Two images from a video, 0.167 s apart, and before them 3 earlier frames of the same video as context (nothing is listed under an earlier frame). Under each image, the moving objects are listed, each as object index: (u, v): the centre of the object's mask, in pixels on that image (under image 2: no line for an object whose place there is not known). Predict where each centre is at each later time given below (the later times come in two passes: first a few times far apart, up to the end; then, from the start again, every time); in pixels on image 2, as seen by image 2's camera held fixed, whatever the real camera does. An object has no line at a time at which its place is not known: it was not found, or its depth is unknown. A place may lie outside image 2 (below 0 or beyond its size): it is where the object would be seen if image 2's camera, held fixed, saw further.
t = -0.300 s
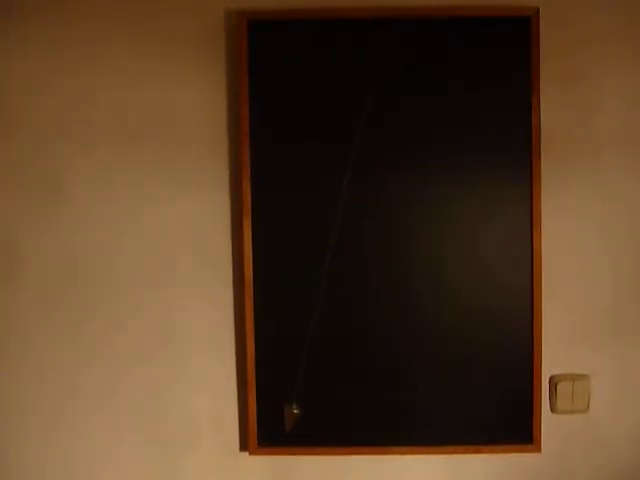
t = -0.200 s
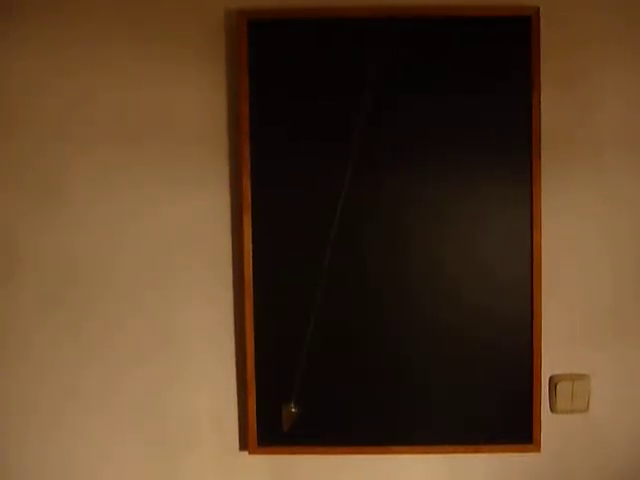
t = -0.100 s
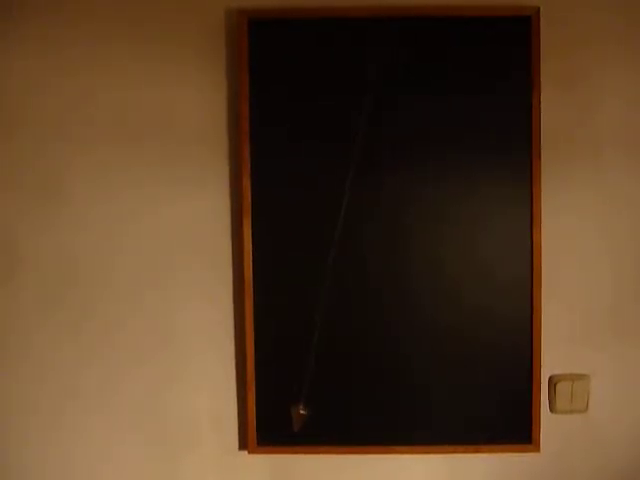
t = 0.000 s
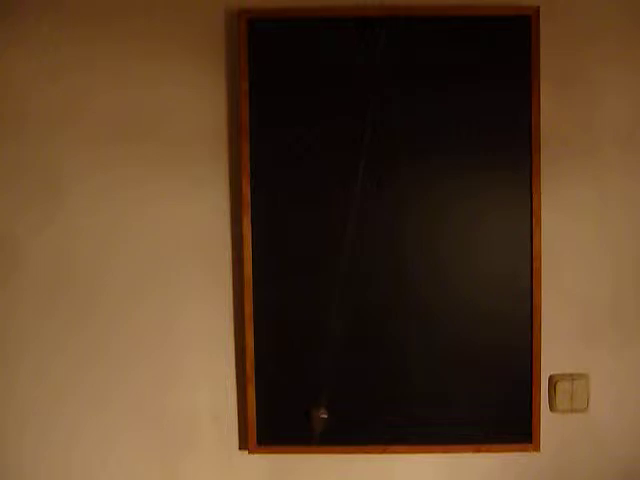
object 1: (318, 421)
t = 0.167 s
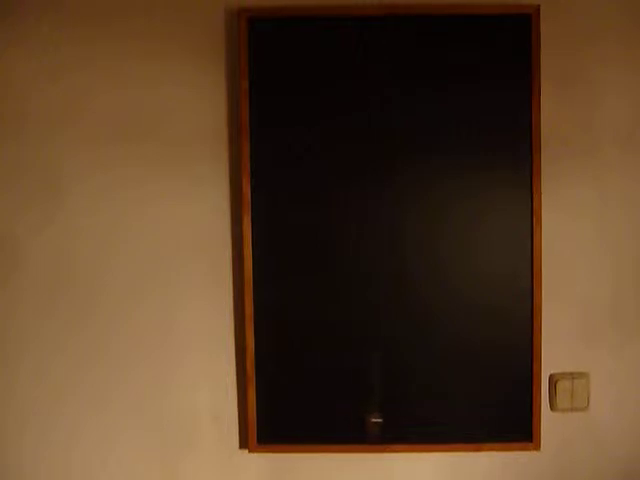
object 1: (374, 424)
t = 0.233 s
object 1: (397, 424)
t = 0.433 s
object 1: (463, 417)
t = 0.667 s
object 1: (498, 410)
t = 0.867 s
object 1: (480, 413)
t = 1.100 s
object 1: (413, 420)
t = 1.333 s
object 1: (333, 418)
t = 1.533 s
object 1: (294, 411)
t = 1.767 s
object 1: (305, 412)
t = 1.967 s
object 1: (358, 417)
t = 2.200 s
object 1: (439, 417)
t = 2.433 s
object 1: (491, 408)
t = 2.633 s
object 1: (491, 407)
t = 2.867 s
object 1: (440, 417)
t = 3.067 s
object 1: (371, 422)
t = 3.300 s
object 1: (307, 417)
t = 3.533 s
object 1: (297, 417)
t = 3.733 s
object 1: (335, 426)
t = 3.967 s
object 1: (414, 429)
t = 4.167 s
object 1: (472, 423)
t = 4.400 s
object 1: (496, 422)
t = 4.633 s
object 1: (464, 426)
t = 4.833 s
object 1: (401, 429)
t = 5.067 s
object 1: (329, 425)
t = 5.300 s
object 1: (298, 418)
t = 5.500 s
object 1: (320, 422)
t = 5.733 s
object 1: (390, 429)
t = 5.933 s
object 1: (455, 428)
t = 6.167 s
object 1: (496, 419)
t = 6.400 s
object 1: (481, 422)
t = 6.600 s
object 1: (428, 429)
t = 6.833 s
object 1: (350, 428)
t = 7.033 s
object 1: (308, 421)
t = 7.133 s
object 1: (302, 419)
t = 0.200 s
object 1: (385, 423)
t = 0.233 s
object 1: (397, 424)
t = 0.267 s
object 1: (410, 422)
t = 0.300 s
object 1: (422, 421)
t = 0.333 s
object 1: (432, 420)
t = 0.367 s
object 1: (444, 419)
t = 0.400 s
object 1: (454, 417)
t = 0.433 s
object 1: (463, 417)
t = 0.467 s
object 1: (472, 415)
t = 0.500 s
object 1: (479, 415)
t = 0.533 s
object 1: (486, 416)
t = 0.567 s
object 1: (491, 413)
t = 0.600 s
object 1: (494, 412)
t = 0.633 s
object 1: (497, 411)
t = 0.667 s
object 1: (498, 410)
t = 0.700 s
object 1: (498, 410)
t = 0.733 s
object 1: (497, 410)
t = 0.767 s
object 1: (495, 411)
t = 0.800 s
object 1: (492, 411)
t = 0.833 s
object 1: (486, 412)
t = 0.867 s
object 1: (480, 413)
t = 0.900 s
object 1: (472, 413)
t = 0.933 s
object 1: (465, 415)
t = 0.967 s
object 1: (457, 417)
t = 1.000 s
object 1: (448, 421)
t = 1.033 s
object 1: (437, 421)
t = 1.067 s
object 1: (425, 420)
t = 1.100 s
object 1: (413, 420)
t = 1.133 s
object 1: (402, 421)
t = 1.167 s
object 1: (391, 421)
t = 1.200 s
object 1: (379, 423)
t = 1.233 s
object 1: (366, 420)
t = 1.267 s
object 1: (355, 419)
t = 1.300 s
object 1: (344, 419)
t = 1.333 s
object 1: (333, 418)
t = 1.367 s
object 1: (325, 416)
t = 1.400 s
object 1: (316, 415)
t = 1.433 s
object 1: (308, 414)
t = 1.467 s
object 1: (302, 414)
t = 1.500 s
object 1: (297, 412)
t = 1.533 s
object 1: (294, 411)
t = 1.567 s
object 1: (292, 411)
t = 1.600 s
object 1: (290, 410)
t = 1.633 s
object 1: (291, 410)
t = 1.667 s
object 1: (293, 410)
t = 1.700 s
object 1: (295, 410)
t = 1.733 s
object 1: (299, 411)
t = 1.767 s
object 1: (305, 412)
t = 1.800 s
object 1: (310, 414)
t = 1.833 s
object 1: (318, 415)
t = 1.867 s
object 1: (326, 415)
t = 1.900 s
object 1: (336, 416)
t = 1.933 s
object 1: (346, 417)
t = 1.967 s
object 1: (358, 417)
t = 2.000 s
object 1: (370, 419)
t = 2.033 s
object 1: (381, 420)
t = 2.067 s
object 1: (393, 419)
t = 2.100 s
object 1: (406, 419)
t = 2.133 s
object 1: (416, 418)
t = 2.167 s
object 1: (429, 418)
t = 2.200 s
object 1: (439, 417)
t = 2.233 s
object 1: (449, 414)
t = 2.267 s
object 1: (458, 414)
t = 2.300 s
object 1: (467, 409)
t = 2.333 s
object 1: (474, 407)
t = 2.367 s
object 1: (480, 407)
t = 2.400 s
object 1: (487, 409)
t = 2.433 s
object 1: (491, 408)
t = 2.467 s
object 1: (494, 406)
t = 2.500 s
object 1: (496, 406)
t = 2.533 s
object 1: (497, 405)
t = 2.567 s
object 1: (496, 405)
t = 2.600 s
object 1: (494, 406)
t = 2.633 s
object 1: (491, 407)
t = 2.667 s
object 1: (486, 410)
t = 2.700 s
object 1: (481, 412)
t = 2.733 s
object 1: (475, 412)
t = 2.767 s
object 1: (468, 413)
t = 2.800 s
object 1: (458, 414)
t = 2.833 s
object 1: (449, 417)
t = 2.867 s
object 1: (440, 417)
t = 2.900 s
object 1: (429, 418)
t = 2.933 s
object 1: (417, 419)
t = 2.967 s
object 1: (406, 420)
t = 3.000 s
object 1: (394, 423)
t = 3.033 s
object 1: (383, 424)
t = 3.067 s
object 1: (371, 422)
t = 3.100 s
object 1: (360, 422)
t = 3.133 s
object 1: (348, 422)
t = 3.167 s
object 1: (339, 421)
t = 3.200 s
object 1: (330, 422)
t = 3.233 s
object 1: (321, 419)
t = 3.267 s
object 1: (313, 418)
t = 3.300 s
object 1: (307, 417)
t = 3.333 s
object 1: (301, 415)
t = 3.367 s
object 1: (298, 415)
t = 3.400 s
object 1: (295, 415)
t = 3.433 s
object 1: (294, 415)
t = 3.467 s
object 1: (294, 415)
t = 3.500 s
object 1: (294, 416)
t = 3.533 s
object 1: (297, 417)
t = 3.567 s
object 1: (300, 417)
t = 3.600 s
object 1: (305, 419)
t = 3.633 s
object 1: (311, 420)
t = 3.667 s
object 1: (319, 421)
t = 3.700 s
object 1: (326, 422)
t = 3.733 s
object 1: (335, 426)
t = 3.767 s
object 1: (345, 427)
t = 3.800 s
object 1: (356, 428)
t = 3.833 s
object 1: (367, 428)
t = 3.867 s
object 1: (379, 428)
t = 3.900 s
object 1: (391, 428)
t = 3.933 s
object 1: (402, 429)
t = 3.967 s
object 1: (414, 429)
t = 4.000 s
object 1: (426, 429)
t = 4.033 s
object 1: (437, 428)
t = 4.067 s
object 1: (447, 427)
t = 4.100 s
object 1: (456, 423)
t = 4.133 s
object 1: (465, 423)
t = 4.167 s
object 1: (472, 423)
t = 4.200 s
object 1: (479, 423)
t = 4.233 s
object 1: (483, 420)
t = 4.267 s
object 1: (488, 420)
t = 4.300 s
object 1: (491, 420)
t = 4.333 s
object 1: (496, 419)
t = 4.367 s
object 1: (496, 421)
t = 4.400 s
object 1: (496, 422)
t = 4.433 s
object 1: (495, 422)
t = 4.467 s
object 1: (493, 423)
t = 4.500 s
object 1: (489, 424)
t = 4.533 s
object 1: (486, 424)
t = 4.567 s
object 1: (479, 425)
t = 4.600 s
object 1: (472, 425)
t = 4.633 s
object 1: (464, 426)
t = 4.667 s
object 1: (456, 426)
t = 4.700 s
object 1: (446, 427)
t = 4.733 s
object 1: (436, 427)
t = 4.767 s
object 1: (426, 428)
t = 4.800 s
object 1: (413, 429)
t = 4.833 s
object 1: (401, 429)
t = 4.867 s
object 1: (391, 429)
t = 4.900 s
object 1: (379, 429)
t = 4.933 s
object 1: (368, 429)
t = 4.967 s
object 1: (357, 429)
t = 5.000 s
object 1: (347, 427)
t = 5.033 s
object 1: (338, 426)
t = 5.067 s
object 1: (329, 425)
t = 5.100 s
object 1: (322, 423)
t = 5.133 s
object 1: (315, 421)
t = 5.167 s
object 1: (310, 421)
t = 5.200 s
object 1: (306, 418)
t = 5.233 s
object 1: (303, 417)
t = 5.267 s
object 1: (299, 418)
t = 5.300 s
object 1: (298, 418)
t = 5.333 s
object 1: (299, 418)
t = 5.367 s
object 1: (301, 418)
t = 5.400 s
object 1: (304, 419)
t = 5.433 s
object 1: (308, 420)
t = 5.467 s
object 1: (314, 421)
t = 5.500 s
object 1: (320, 422)
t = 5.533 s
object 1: (328, 424)
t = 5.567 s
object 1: (336, 425)
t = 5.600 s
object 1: (346, 427)
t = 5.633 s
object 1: (357, 428)
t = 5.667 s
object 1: (367, 428)
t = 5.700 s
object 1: (379, 429)
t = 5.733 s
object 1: (390, 429)
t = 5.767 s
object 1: (402, 429)
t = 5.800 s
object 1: (414, 430)
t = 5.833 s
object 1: (425, 430)
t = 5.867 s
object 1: (436, 430)
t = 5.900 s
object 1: (446, 429)
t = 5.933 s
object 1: (455, 428)
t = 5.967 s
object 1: (464, 424)
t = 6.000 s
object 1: (471, 423)
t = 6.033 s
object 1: (479, 421)
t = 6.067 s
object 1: (485, 419)
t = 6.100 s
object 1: (490, 418)
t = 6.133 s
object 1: (494, 418)
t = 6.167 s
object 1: (496, 419)
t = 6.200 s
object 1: (497, 418)
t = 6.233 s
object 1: (497, 419)
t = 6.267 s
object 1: (496, 420)
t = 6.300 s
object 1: (494, 420)
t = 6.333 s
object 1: (491, 420)
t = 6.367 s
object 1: (486, 421)
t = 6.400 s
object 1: (481, 422)
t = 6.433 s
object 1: (474, 422)
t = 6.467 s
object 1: (466, 423)
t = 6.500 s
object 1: (458, 425)
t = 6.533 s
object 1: (450, 429)
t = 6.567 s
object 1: (438, 429)
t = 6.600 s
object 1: (428, 429)
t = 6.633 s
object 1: (418, 430)
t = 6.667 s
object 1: (406, 430)
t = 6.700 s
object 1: (395, 430)
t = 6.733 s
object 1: (384, 430)
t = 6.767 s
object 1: (372, 430)
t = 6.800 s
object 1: (361, 429)
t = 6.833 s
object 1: (350, 428)
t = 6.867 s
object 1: (341, 427)
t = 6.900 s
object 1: (332, 426)
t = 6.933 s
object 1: (325, 426)
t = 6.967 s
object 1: (318, 423)
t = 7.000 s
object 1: (312, 421)
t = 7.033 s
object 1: (308, 421)
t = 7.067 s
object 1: (304, 420)
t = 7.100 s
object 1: (302, 418)
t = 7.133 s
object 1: (302, 419)
